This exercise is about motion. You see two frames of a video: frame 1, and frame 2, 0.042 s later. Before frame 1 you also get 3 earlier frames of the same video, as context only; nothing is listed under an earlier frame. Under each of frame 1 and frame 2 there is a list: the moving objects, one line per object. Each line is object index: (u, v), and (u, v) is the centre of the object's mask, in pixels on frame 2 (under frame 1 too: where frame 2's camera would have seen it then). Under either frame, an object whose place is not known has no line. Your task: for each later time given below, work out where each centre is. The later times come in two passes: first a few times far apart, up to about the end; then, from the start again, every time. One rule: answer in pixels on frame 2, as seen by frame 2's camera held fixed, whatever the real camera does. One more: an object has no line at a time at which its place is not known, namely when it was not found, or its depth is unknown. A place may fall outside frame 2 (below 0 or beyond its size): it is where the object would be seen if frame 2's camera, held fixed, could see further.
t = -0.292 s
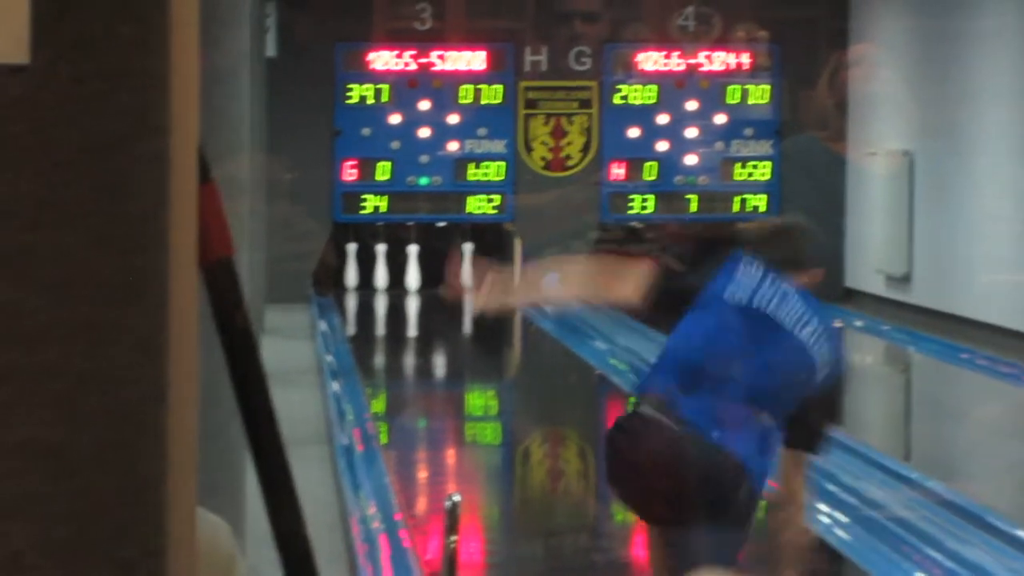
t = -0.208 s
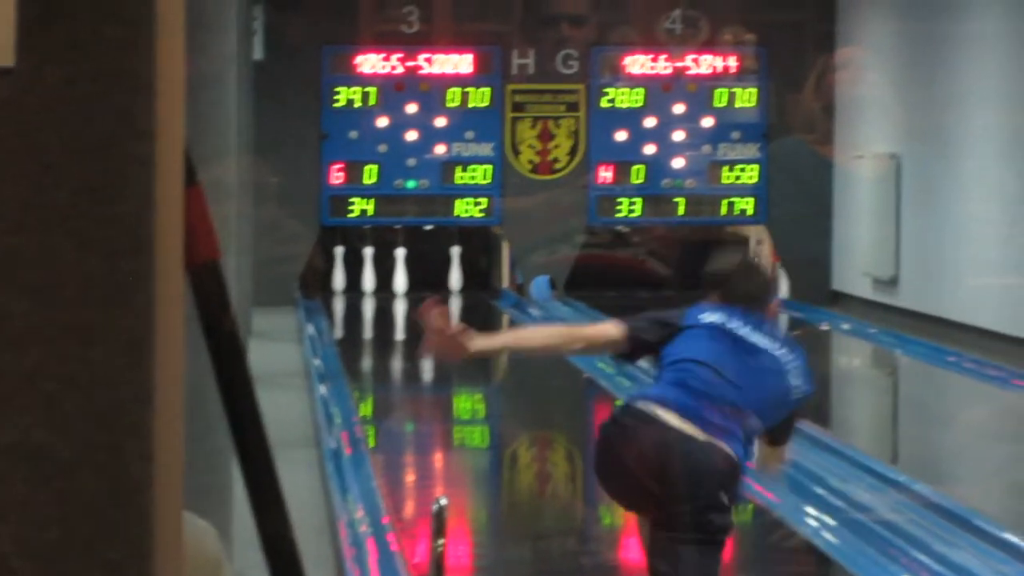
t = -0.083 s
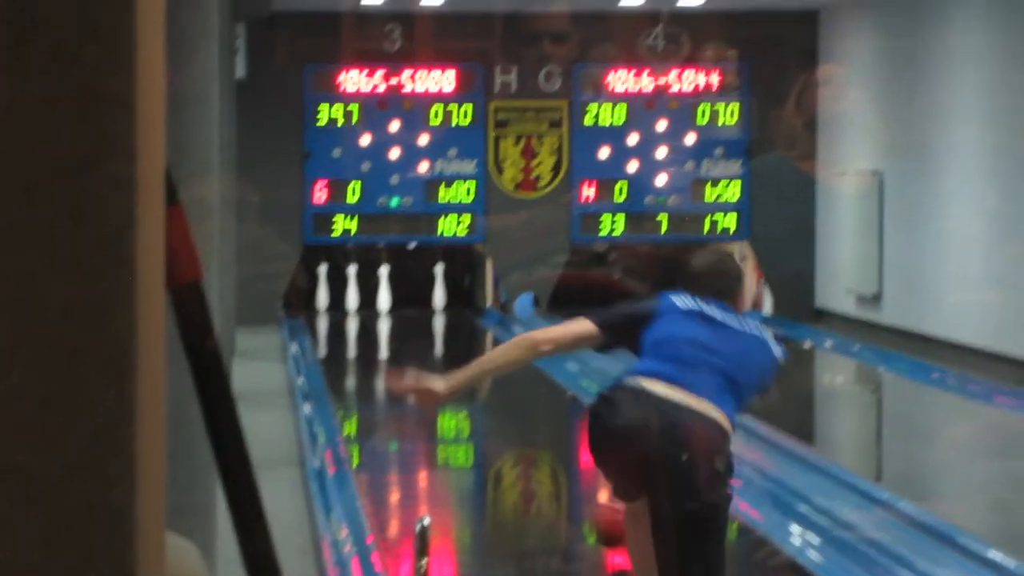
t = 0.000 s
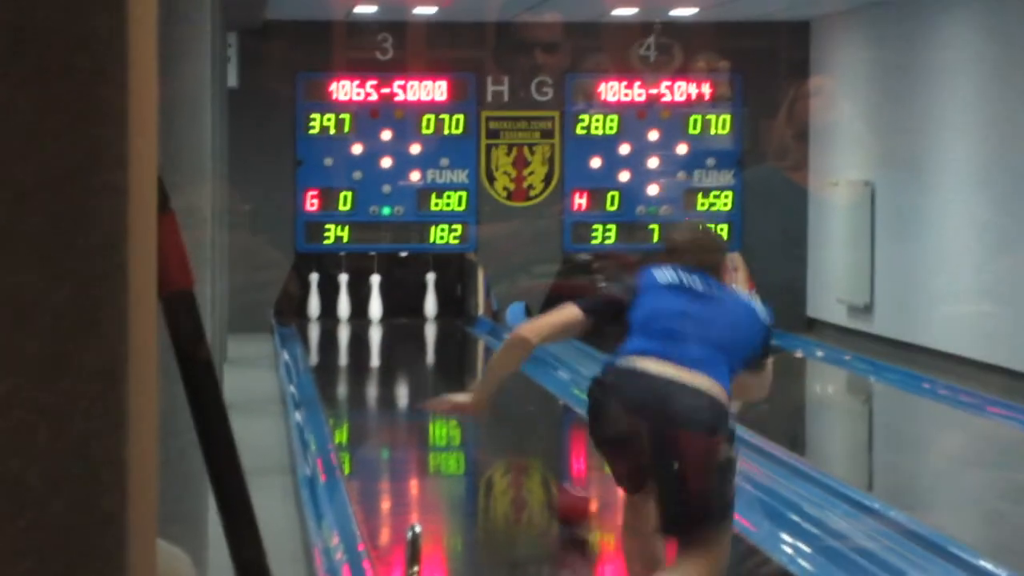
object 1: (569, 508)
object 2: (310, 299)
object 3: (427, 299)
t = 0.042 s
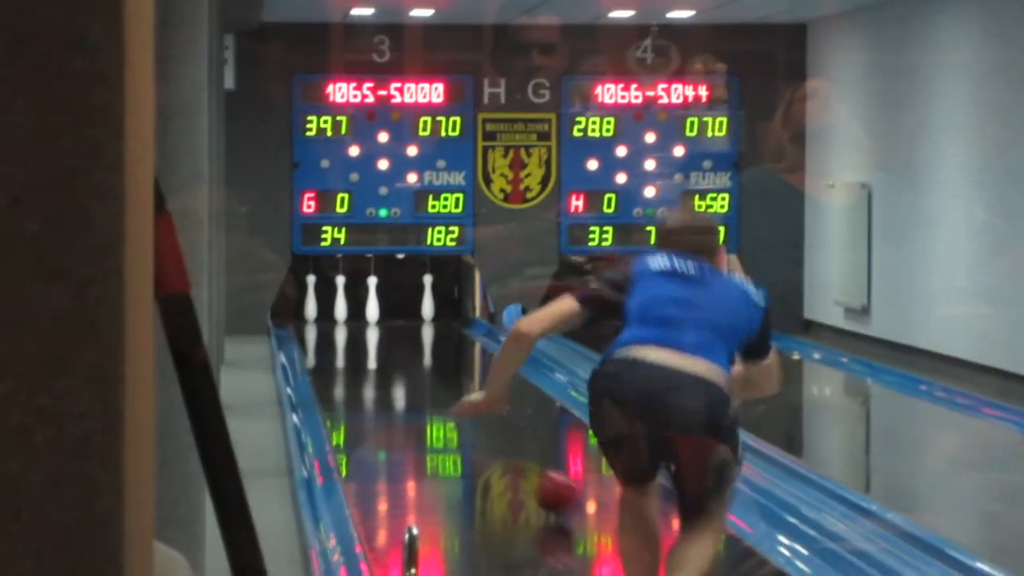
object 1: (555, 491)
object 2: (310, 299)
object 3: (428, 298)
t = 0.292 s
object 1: (488, 429)
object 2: (311, 299)
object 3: (428, 299)
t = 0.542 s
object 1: (443, 389)
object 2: (311, 299)
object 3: (428, 299)
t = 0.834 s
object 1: (406, 355)
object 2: (310, 299)
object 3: (428, 299)
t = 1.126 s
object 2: (310, 299)
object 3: (427, 298)
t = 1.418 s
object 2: (305, 302)
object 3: (427, 298)
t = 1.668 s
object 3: (441, 304)
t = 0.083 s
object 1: (543, 479)
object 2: (311, 299)
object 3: (428, 299)
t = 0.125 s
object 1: (530, 469)
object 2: (311, 299)
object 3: (427, 299)
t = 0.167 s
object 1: (519, 457)
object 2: (311, 300)
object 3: (428, 299)
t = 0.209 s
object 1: (508, 448)
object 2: (311, 299)
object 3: (428, 299)
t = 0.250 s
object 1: (497, 438)
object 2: (311, 299)
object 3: (427, 299)
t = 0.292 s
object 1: (488, 429)
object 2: (311, 299)
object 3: (428, 299)
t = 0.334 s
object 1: (480, 423)
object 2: (311, 299)
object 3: (428, 298)
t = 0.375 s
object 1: (472, 414)
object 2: (311, 299)
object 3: (428, 299)
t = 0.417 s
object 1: (464, 408)
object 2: (311, 299)
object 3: (428, 299)
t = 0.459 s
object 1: (456, 401)
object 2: (311, 299)
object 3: (428, 299)
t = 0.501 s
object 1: (449, 395)
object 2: (311, 299)
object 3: (428, 299)
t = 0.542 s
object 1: (443, 389)
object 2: (311, 299)
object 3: (428, 299)
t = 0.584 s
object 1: (437, 383)
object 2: (311, 298)
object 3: (428, 299)
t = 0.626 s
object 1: (431, 378)
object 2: (311, 299)
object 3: (428, 299)
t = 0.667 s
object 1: (426, 372)
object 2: (311, 299)
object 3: (428, 299)
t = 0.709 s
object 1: (420, 367)
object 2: (311, 299)
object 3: (428, 299)
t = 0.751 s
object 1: (414, 363)
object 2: (311, 298)
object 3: (428, 298)
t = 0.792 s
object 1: (409, 358)
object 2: (310, 299)
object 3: (428, 299)
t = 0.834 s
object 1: (406, 355)
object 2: (310, 299)
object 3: (428, 299)
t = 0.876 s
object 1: (401, 351)
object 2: (310, 299)
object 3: (428, 298)
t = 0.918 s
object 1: (397, 347)
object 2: (311, 299)
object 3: (427, 298)
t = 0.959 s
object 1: (393, 343)
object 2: (310, 298)
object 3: (427, 298)
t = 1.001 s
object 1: (389, 339)
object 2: (310, 299)
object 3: (427, 298)
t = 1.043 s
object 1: (385, 336)
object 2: (310, 299)
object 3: (427, 299)
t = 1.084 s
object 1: (381, 332)
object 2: (310, 299)
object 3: (427, 298)
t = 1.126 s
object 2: (310, 299)
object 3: (427, 298)
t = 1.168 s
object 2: (310, 299)
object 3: (427, 299)
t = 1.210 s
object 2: (310, 300)
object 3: (427, 303)
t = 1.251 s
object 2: (310, 299)
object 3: (426, 300)
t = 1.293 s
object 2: (310, 300)
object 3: (427, 299)
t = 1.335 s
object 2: (310, 298)
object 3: (427, 298)
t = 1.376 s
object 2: (310, 298)
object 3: (427, 297)
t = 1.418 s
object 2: (305, 302)
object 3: (427, 298)
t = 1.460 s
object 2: (293, 301)
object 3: (427, 297)
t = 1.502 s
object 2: (293, 295)
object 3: (428, 298)
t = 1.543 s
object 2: (296, 303)
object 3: (432, 298)
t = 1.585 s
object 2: (301, 308)
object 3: (435, 300)
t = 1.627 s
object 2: (298, 311)
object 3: (438, 302)
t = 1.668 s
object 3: (441, 304)
